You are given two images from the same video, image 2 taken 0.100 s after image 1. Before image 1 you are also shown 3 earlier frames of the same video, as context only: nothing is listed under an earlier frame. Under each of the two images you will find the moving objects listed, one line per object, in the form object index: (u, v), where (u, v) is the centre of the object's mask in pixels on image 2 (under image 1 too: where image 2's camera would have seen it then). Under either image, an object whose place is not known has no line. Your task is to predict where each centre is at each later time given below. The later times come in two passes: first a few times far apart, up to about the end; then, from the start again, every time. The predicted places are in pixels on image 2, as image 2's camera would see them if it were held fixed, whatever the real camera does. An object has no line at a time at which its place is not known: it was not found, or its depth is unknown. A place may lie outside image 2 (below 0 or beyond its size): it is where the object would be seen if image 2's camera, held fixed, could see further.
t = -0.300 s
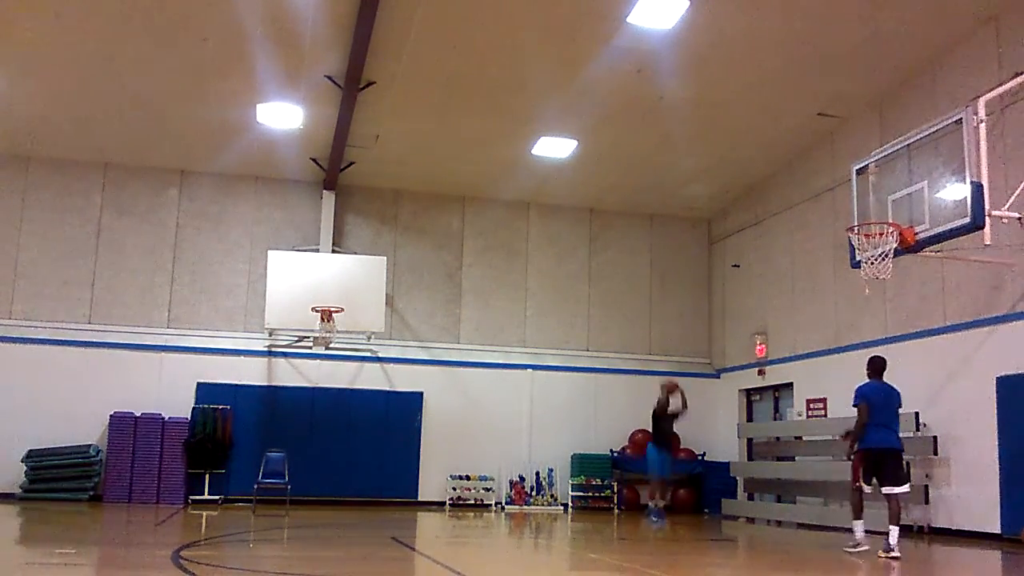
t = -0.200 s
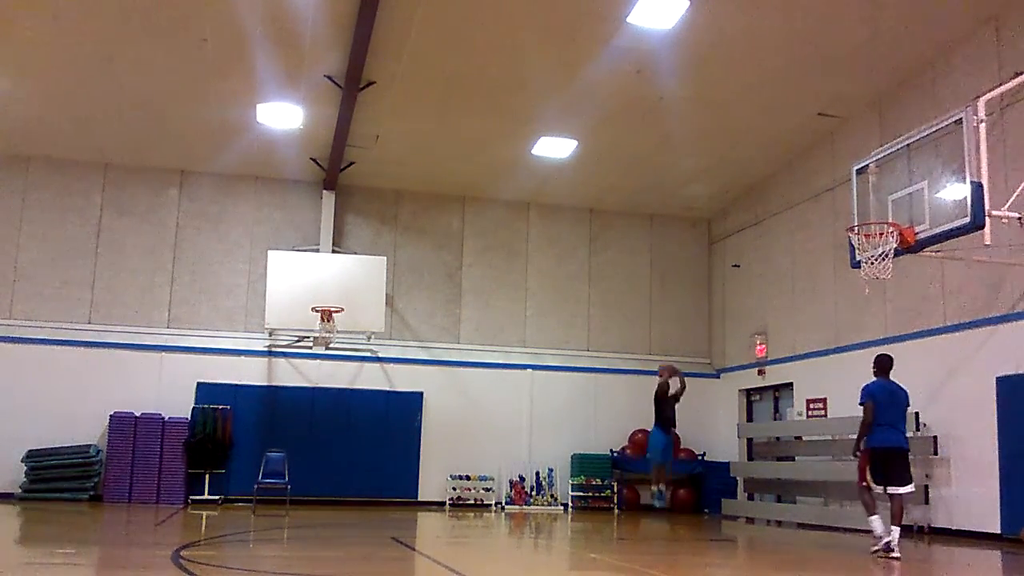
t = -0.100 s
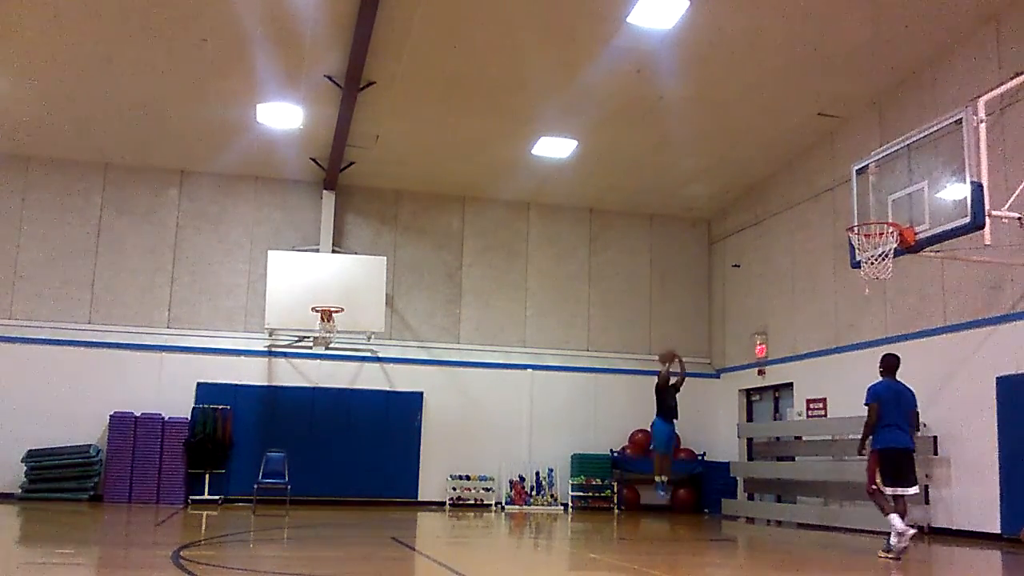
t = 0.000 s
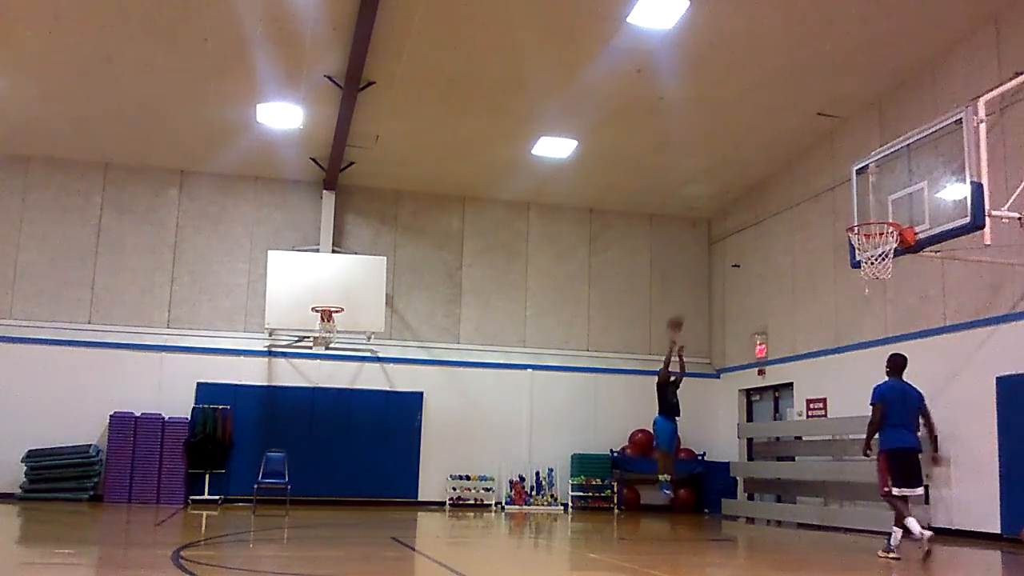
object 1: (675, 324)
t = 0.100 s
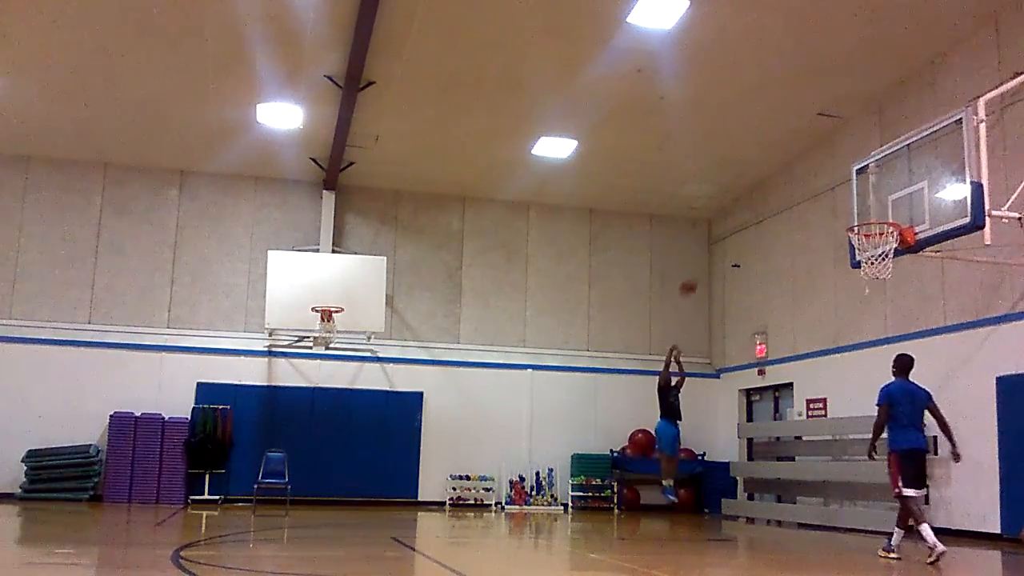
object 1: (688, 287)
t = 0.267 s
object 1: (713, 236)
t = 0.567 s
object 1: (764, 178)
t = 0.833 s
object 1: (821, 188)
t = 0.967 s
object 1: (855, 215)
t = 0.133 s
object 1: (693, 276)
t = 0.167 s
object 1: (697, 266)
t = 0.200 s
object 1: (702, 253)
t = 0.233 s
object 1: (708, 244)
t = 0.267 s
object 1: (713, 236)
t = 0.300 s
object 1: (717, 225)
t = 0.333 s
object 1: (724, 215)
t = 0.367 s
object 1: (728, 208)
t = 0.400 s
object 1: (734, 201)
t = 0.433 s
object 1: (739, 195)
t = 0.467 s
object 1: (745, 190)
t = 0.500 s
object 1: (751, 185)
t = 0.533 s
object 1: (758, 181)
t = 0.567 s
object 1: (764, 178)
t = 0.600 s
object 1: (771, 176)
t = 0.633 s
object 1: (777, 175)
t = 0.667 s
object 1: (783, 174)
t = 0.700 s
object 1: (791, 175)
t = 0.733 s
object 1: (799, 177)
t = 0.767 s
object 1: (806, 180)
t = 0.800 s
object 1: (813, 183)
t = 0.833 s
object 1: (821, 188)
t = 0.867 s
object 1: (829, 193)
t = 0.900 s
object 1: (838, 200)
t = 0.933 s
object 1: (845, 208)
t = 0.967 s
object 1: (855, 215)
